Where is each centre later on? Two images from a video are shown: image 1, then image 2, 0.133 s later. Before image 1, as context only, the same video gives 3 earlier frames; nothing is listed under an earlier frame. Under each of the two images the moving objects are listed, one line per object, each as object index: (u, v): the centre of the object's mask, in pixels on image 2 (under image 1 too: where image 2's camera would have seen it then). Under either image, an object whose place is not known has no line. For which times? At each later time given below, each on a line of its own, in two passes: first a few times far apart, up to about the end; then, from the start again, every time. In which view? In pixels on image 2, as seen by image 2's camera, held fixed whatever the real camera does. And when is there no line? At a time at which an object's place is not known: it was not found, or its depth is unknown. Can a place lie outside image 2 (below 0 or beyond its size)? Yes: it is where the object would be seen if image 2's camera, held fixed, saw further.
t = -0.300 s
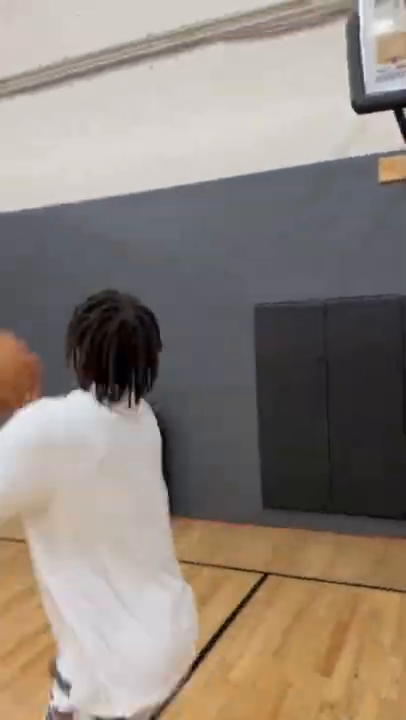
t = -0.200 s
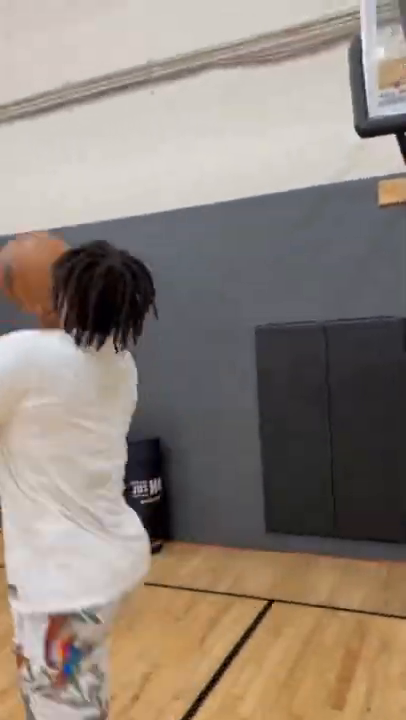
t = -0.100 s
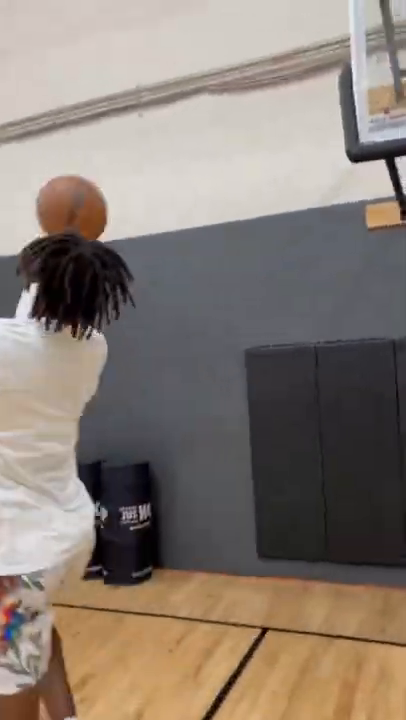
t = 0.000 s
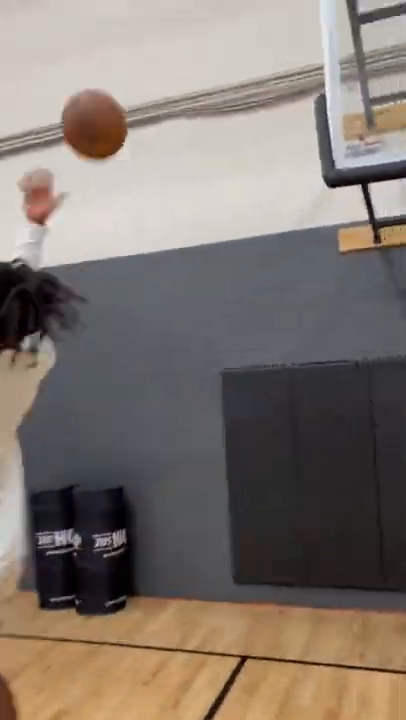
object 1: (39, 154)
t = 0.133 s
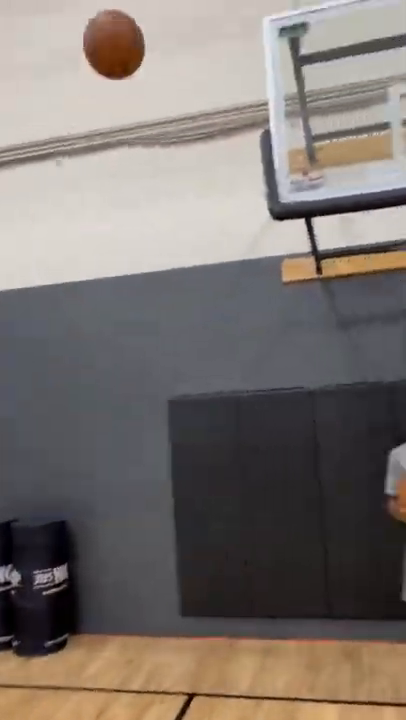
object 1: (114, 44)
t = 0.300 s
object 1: (193, -10)
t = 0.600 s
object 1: (310, 39)
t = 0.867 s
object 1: (438, 122)
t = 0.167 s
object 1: (130, 26)
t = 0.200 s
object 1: (147, 14)
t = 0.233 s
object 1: (163, 5)
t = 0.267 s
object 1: (178, -4)
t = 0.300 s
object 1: (193, -10)
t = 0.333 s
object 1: (208, -15)
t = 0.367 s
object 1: (220, -15)
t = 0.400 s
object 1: (235, -15)
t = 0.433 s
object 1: (247, -9)
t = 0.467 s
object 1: (263, -7)
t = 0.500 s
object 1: (275, 1)
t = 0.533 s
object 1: (288, 11)
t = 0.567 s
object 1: (299, 24)
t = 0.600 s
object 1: (310, 39)
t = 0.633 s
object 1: (321, 55)
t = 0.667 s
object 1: (332, 71)
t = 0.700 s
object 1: (344, 86)
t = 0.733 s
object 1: (362, 88)
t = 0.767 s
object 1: (379, 93)
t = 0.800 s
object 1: (397, 101)
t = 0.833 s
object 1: (414, 107)
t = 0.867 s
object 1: (438, 122)
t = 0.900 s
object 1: (459, 134)
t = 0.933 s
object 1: (482, 147)
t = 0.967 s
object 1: (506, 162)
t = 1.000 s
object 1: (517, 167)
